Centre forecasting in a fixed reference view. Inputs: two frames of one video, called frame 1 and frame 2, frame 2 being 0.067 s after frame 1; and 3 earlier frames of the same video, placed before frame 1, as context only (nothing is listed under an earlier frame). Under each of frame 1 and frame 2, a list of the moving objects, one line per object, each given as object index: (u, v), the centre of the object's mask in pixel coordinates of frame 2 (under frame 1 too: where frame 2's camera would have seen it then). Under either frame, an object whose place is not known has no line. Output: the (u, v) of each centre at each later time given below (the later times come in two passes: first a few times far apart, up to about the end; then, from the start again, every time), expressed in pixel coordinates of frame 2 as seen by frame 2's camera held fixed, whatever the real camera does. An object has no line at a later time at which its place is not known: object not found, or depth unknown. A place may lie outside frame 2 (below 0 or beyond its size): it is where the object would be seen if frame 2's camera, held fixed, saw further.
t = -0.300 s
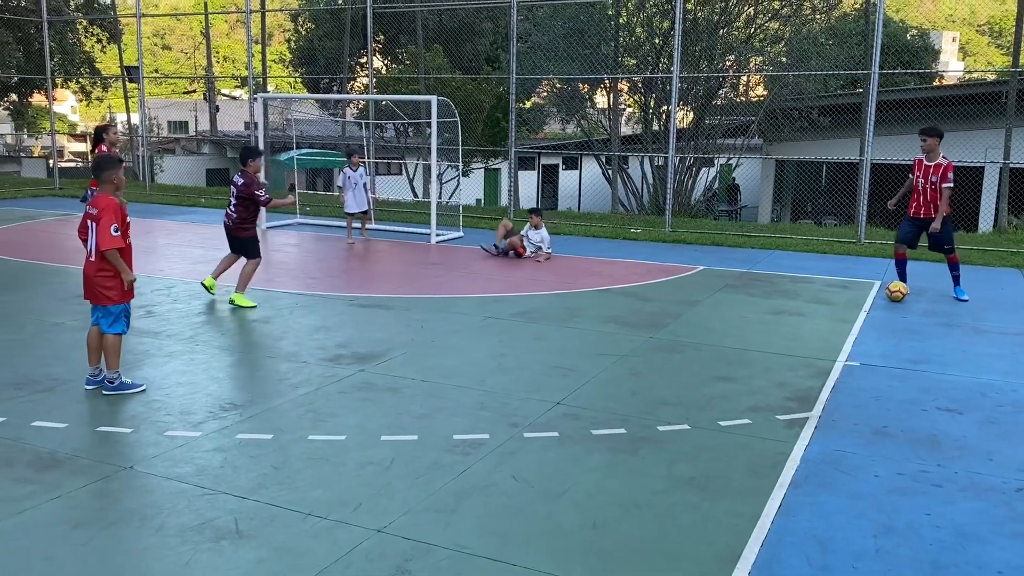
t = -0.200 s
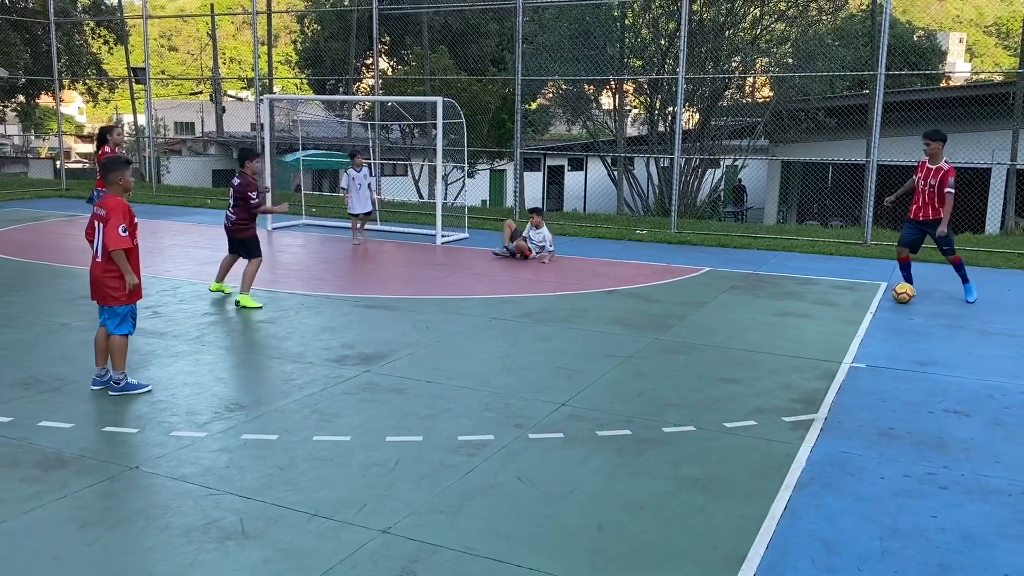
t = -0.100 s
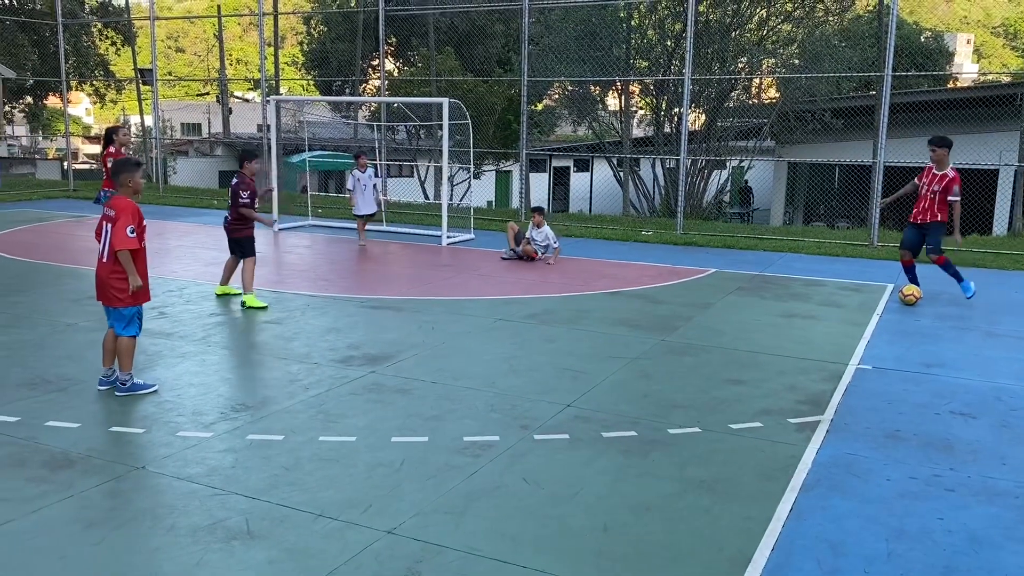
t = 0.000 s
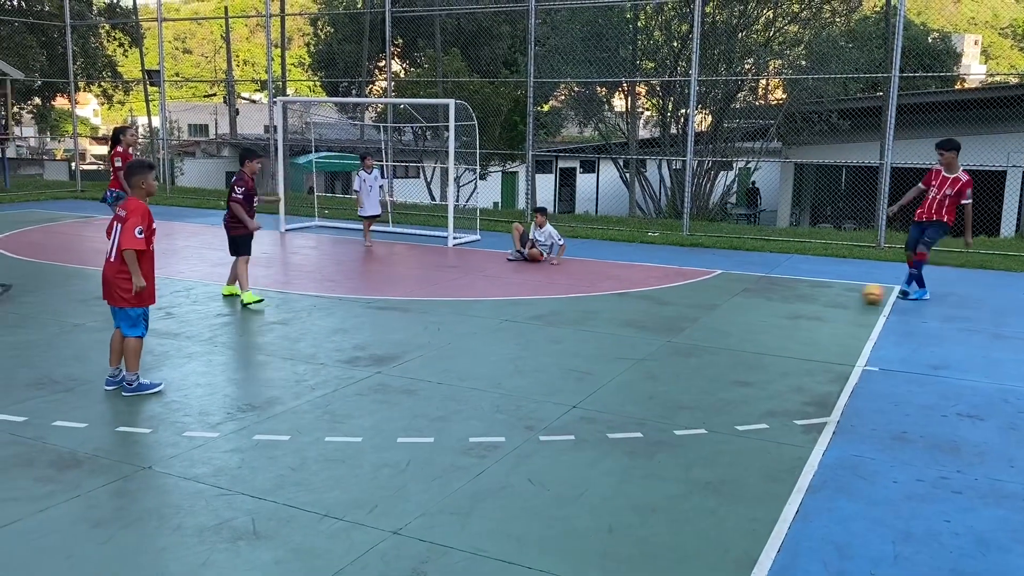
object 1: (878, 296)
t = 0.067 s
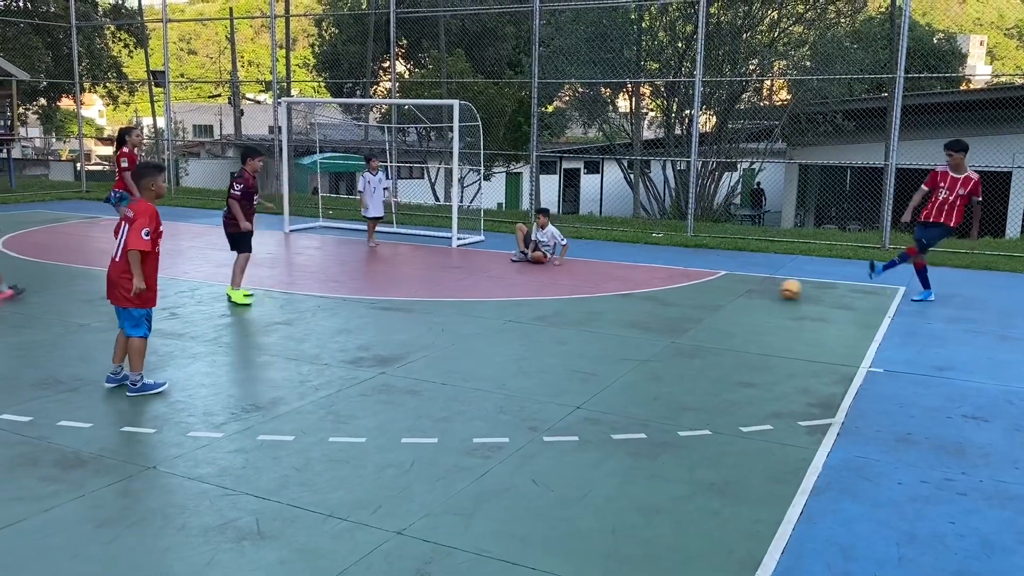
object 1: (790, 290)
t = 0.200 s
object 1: (641, 279)
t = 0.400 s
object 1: (463, 270)
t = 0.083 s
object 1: (770, 288)
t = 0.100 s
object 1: (751, 287)
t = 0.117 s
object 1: (731, 286)
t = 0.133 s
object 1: (712, 286)
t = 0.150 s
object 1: (694, 284)
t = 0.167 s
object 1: (676, 283)
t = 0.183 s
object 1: (658, 281)
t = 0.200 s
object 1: (641, 279)
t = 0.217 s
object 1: (624, 278)
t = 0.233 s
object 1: (608, 277)
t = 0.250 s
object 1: (592, 277)
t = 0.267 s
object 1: (575, 276)
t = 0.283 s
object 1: (560, 275)
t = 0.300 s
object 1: (545, 273)
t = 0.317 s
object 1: (531, 272)
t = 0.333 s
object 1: (517, 272)
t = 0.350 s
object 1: (504, 271)
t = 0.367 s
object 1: (489, 269)
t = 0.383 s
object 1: (476, 270)
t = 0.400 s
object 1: (463, 270)
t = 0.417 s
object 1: (450, 269)
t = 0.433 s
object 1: (438, 267)
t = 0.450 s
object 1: (427, 266)
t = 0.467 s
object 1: (415, 265)
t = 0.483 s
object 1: (404, 264)
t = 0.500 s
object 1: (392, 263)
